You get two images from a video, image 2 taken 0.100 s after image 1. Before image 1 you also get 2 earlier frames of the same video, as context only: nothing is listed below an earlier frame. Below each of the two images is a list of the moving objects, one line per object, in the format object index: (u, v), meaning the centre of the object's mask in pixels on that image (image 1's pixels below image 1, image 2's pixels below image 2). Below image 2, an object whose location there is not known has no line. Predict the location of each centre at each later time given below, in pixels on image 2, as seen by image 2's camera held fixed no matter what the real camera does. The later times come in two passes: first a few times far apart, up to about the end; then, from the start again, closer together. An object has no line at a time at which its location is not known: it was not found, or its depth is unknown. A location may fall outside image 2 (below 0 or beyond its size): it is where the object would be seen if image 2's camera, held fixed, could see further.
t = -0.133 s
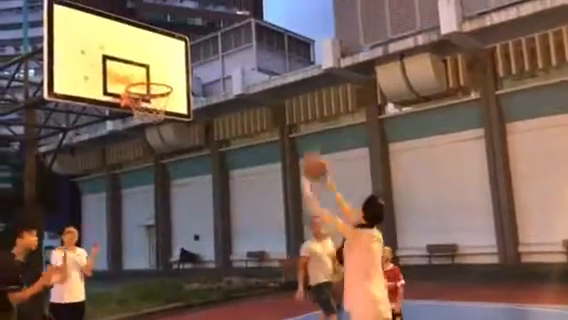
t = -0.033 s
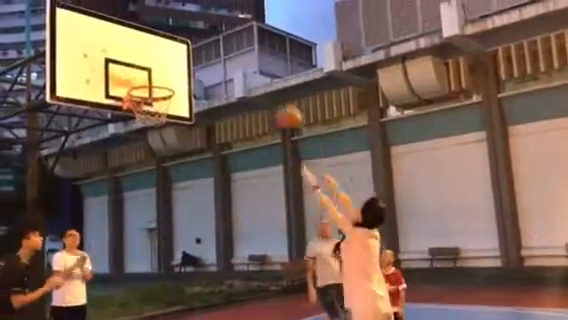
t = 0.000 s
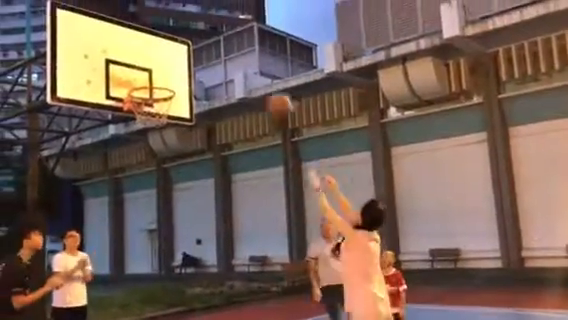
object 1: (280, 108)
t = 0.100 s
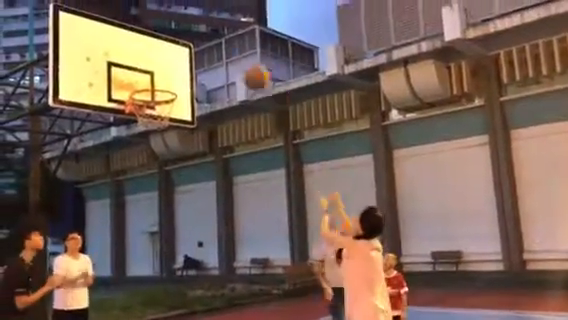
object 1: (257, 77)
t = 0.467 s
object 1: (184, 55)
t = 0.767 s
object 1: (150, 76)
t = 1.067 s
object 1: (173, 74)
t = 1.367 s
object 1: (194, 90)
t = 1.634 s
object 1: (215, 158)
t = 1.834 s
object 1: (232, 259)
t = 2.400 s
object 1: (271, 217)
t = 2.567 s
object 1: (280, 195)
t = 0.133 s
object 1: (246, 69)
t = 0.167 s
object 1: (242, 63)
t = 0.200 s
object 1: (234, 58)
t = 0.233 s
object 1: (226, 54)
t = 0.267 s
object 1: (221, 51)
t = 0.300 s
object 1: (214, 49)
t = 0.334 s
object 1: (209, 48)
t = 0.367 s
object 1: (203, 47)
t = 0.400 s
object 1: (196, 50)
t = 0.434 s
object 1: (190, 52)
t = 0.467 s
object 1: (184, 55)
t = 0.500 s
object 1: (178, 61)
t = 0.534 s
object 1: (172, 66)
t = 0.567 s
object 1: (167, 72)
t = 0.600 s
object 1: (162, 78)
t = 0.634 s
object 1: (157, 86)
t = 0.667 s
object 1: (153, 89)
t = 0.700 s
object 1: (150, 84)
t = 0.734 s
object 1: (148, 80)
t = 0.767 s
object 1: (150, 76)
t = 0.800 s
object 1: (152, 71)
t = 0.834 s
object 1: (155, 68)
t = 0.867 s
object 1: (157, 66)
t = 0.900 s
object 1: (160, 65)
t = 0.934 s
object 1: (162, 65)
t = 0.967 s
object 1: (165, 66)
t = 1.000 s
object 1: (167, 67)
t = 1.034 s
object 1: (170, 70)
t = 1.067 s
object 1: (173, 74)
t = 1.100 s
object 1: (175, 79)
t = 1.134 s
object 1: (178, 83)
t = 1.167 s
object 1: (179, 81)
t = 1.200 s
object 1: (182, 80)
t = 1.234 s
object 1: (184, 80)
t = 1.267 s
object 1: (186, 81)
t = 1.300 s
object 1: (188, 82)
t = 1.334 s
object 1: (191, 86)
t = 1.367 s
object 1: (194, 90)
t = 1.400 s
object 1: (196, 92)
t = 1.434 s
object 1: (198, 98)
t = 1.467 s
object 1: (202, 106)
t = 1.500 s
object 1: (205, 113)
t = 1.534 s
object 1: (207, 123)
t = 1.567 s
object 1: (210, 134)
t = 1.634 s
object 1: (215, 158)
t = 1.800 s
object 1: (230, 241)
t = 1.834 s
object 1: (232, 259)
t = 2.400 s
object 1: (271, 217)
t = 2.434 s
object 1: (273, 212)
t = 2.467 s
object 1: (275, 205)
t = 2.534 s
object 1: (278, 199)
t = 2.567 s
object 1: (280, 195)
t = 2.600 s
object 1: (282, 193)
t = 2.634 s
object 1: (283, 193)
